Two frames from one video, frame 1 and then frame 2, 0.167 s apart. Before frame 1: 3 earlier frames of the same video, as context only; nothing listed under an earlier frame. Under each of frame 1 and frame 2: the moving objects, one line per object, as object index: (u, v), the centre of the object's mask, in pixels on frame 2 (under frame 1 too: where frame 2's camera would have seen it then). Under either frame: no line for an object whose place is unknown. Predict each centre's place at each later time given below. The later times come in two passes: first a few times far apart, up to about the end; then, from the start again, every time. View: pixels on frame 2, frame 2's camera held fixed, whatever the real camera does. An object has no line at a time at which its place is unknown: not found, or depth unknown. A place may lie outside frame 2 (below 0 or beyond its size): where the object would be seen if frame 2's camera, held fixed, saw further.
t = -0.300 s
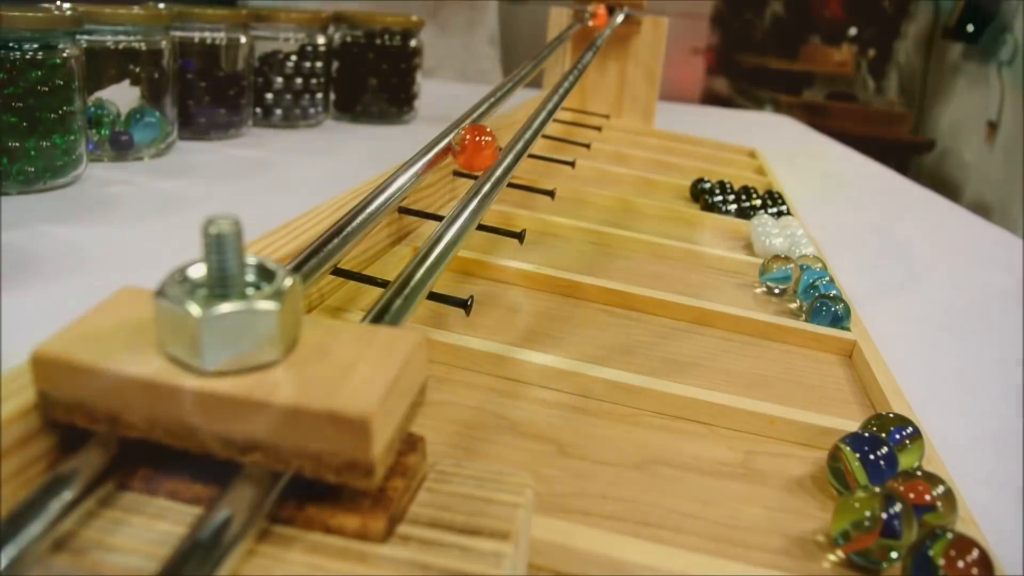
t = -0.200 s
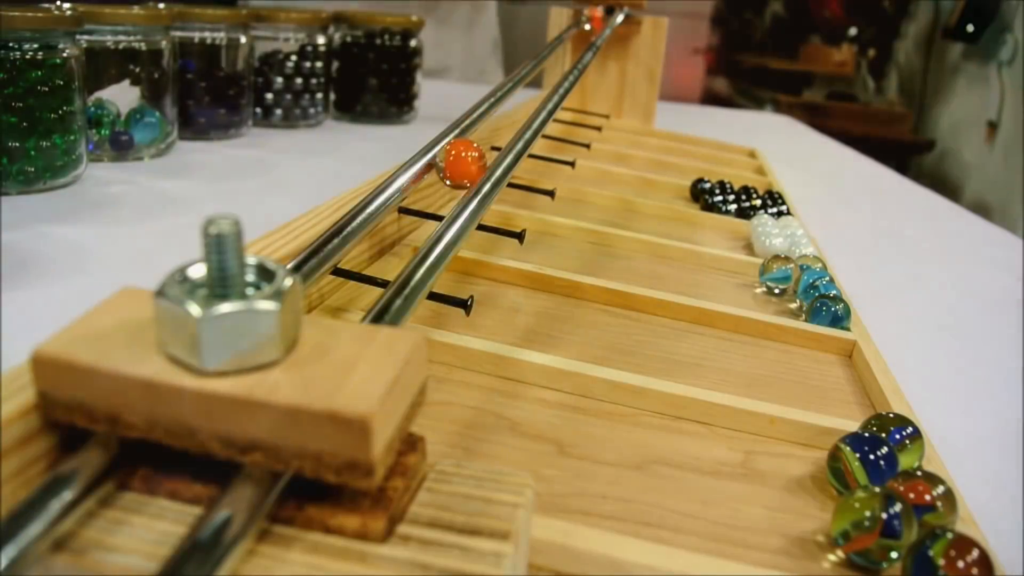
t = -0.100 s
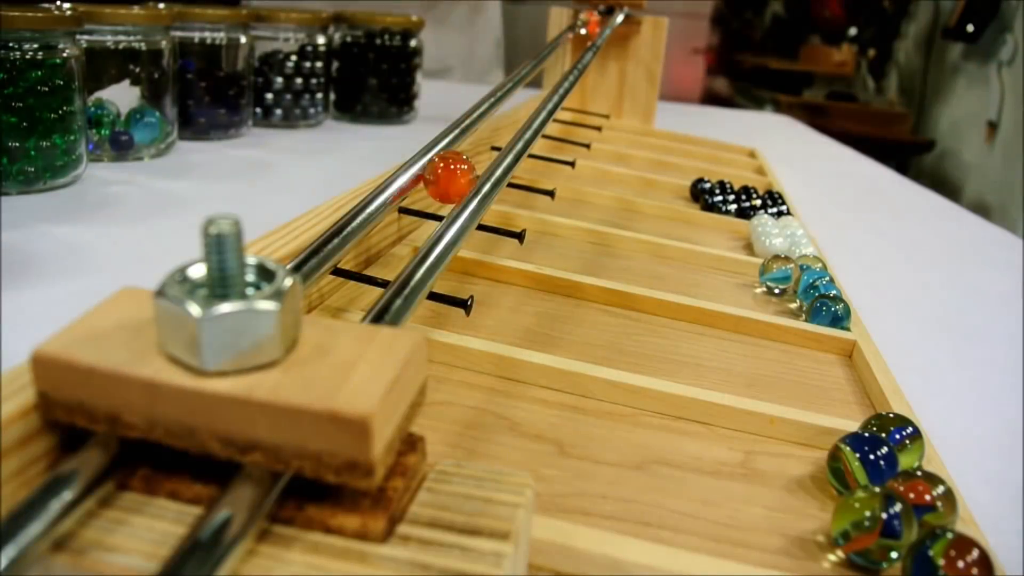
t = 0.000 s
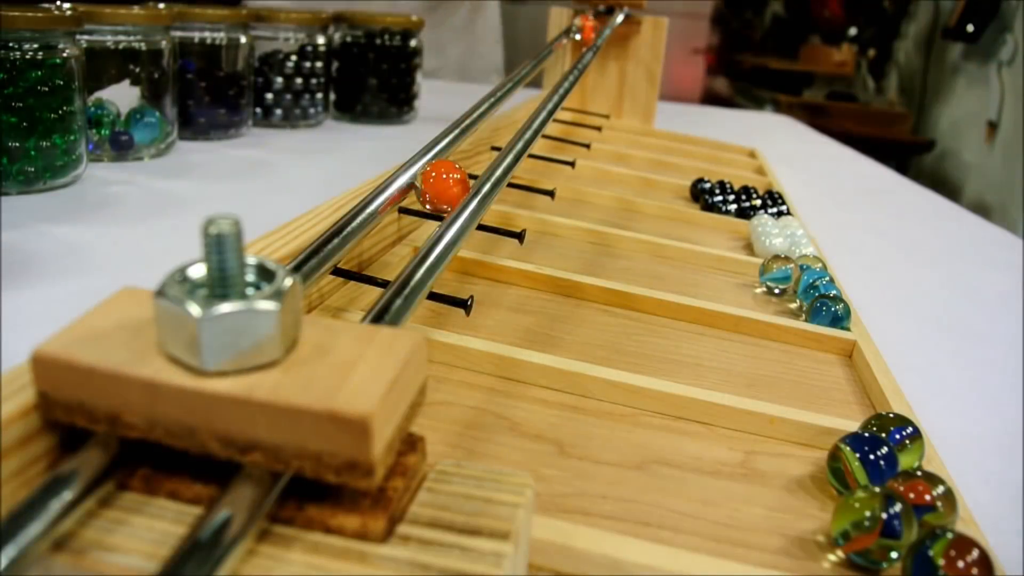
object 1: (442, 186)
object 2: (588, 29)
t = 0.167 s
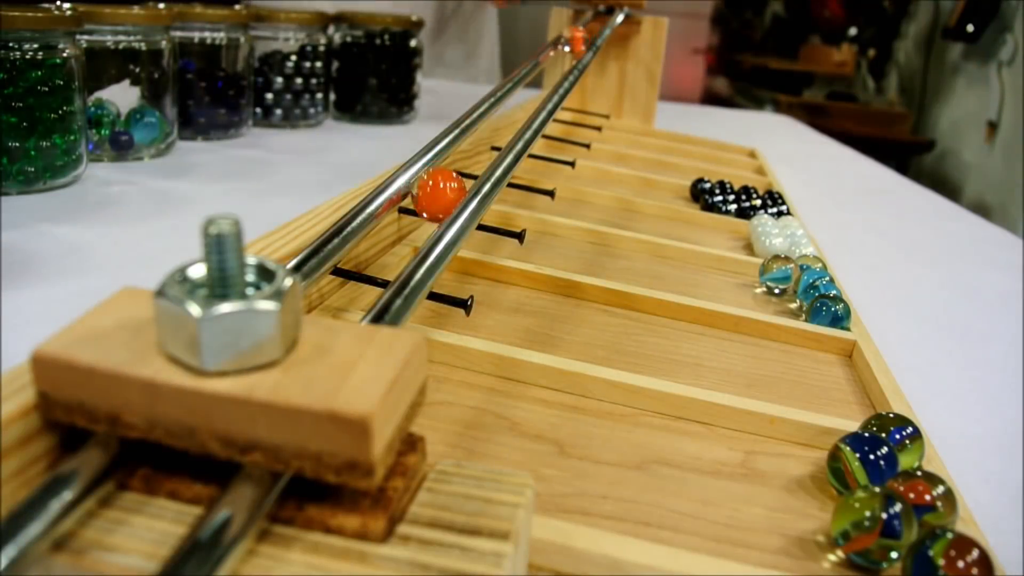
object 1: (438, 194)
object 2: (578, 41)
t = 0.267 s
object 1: (454, 276)
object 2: (571, 49)
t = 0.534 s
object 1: (561, 309)
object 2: (542, 80)
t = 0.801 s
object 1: (782, 331)
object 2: (503, 125)
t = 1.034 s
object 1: (828, 341)
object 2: (466, 167)
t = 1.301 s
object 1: (839, 341)
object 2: (429, 207)
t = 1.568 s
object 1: (839, 340)
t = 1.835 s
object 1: (839, 340)
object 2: (553, 316)
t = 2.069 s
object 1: (839, 340)
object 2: (781, 382)
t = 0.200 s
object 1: (431, 219)
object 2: (576, 44)
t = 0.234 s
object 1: (451, 280)
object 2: (573, 46)
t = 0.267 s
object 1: (454, 276)
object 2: (571, 49)
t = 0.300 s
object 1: (446, 305)
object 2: (568, 53)
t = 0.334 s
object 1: (451, 310)
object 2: (565, 55)
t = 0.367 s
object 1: (469, 314)
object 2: (561, 60)
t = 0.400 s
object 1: (483, 312)
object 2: (558, 63)
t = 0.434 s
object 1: (498, 311)
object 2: (553, 67)
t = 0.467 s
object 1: (517, 310)
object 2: (551, 71)
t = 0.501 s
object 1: (538, 310)
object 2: (546, 75)
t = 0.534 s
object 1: (561, 309)
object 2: (542, 80)
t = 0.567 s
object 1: (584, 308)
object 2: (537, 84)
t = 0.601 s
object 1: (612, 310)
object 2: (532, 90)
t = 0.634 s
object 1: (637, 311)
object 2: (529, 96)
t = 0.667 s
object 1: (664, 312)
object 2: (523, 101)
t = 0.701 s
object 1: (693, 314)
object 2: (518, 107)
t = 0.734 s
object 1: (722, 315)
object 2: (515, 113)
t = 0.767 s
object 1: (751, 322)
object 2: (508, 118)
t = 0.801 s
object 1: (782, 331)
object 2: (503, 125)
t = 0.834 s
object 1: (815, 338)
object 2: (499, 131)
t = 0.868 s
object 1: (838, 340)
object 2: (493, 136)
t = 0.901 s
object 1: (825, 339)
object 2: (487, 143)
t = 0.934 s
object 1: (822, 339)
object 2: (482, 150)
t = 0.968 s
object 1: (822, 340)
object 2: (476, 155)
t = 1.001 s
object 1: (824, 340)
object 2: (472, 161)
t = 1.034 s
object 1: (828, 341)
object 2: (466, 167)
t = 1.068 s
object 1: (835, 342)
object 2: (459, 175)
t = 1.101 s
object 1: (839, 343)
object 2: (455, 181)
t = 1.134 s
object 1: (838, 343)
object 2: (450, 185)
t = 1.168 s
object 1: (838, 342)
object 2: (445, 189)
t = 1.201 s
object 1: (840, 342)
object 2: (441, 196)
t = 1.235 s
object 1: (840, 342)
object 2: (437, 203)
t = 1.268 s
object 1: (839, 341)
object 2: (432, 205)
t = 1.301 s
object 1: (839, 341)
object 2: (429, 207)
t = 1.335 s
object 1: (839, 341)
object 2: (428, 209)
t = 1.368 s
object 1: (839, 340)
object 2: (424, 215)
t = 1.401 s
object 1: (839, 340)
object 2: (423, 219)
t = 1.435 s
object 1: (839, 340)
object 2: (420, 218)
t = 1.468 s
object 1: (839, 340)
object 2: (421, 215)
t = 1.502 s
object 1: (839, 340)
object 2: (421, 217)
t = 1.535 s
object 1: (839, 340)
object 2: (413, 249)
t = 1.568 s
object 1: (839, 340)
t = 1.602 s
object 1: (839, 340)
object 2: (445, 293)
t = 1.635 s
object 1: (839, 340)
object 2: (459, 284)
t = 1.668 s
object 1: (839, 340)
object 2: (475, 299)
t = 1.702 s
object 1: (839, 340)
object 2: (486, 304)
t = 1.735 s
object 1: (839, 340)
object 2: (496, 311)
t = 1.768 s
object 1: (839, 340)
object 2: (508, 313)
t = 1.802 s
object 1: (839, 340)
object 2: (527, 313)
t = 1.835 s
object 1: (839, 340)
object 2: (553, 316)
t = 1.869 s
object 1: (839, 340)
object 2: (587, 331)
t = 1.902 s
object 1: (839, 340)
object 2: (610, 337)
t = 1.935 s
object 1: (839, 340)
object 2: (643, 350)
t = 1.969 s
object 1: (839, 340)
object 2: (670, 358)
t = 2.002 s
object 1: (839, 340)
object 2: (702, 363)
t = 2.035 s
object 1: (839, 340)
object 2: (748, 372)
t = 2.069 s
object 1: (839, 340)
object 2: (781, 382)
